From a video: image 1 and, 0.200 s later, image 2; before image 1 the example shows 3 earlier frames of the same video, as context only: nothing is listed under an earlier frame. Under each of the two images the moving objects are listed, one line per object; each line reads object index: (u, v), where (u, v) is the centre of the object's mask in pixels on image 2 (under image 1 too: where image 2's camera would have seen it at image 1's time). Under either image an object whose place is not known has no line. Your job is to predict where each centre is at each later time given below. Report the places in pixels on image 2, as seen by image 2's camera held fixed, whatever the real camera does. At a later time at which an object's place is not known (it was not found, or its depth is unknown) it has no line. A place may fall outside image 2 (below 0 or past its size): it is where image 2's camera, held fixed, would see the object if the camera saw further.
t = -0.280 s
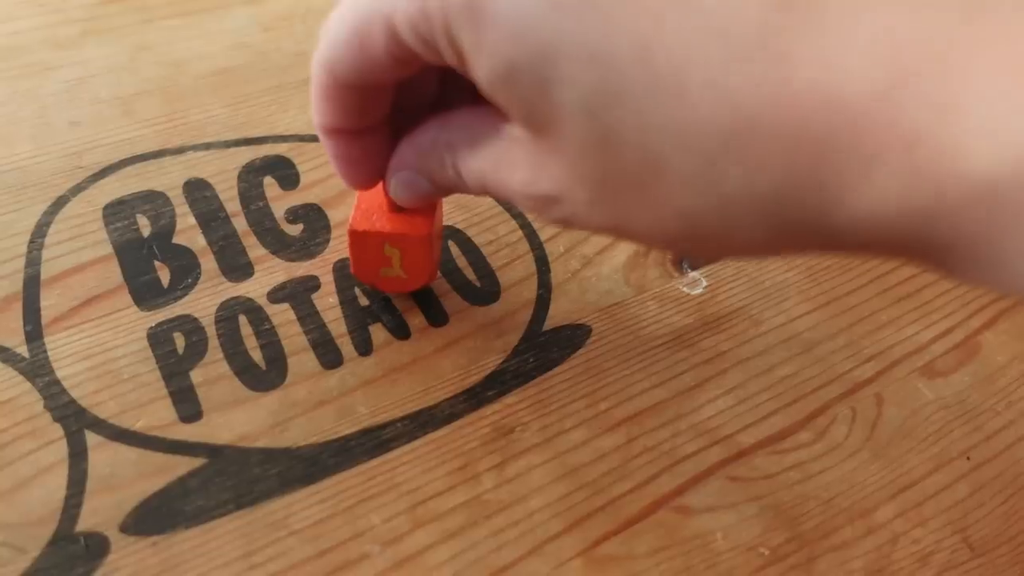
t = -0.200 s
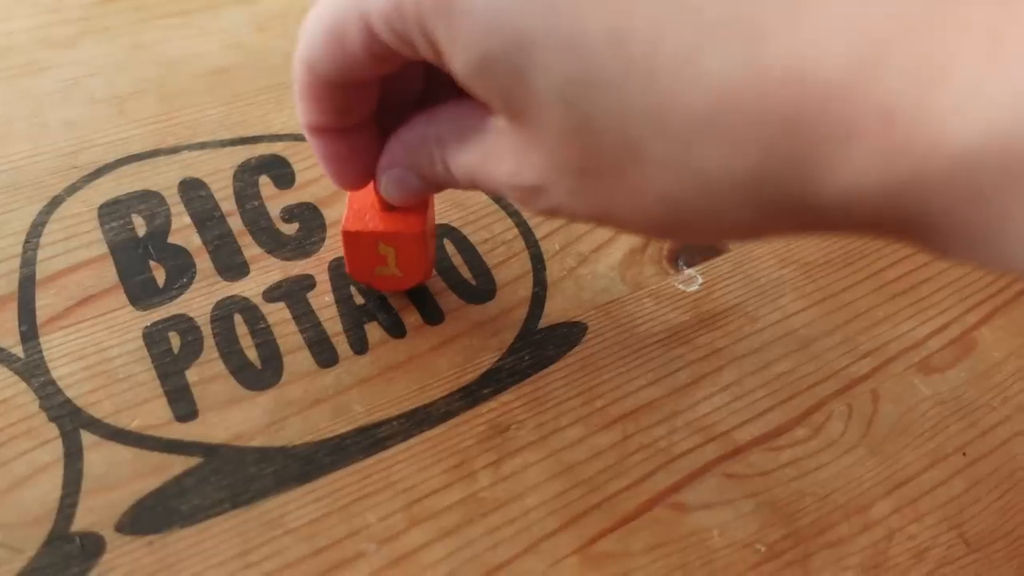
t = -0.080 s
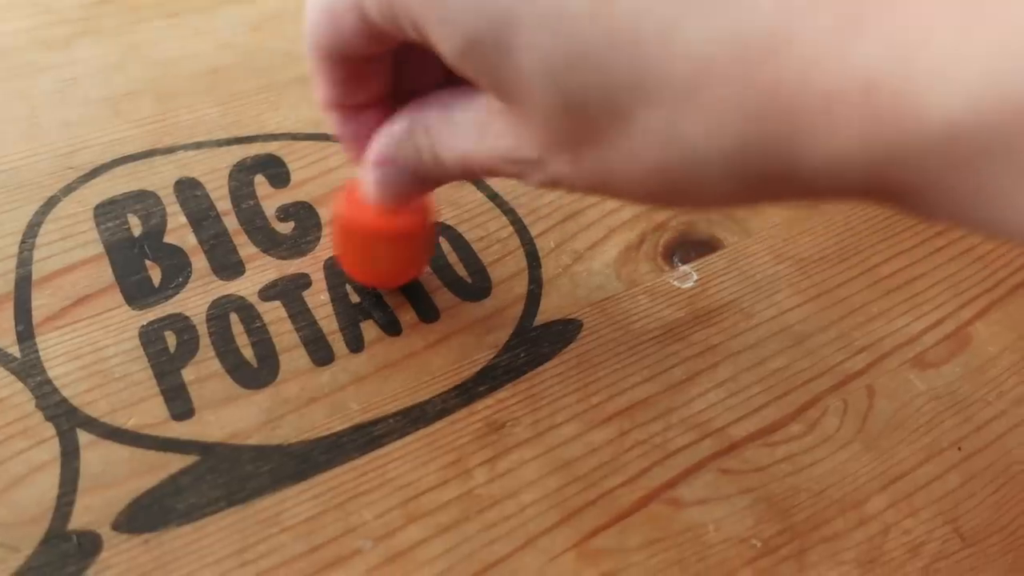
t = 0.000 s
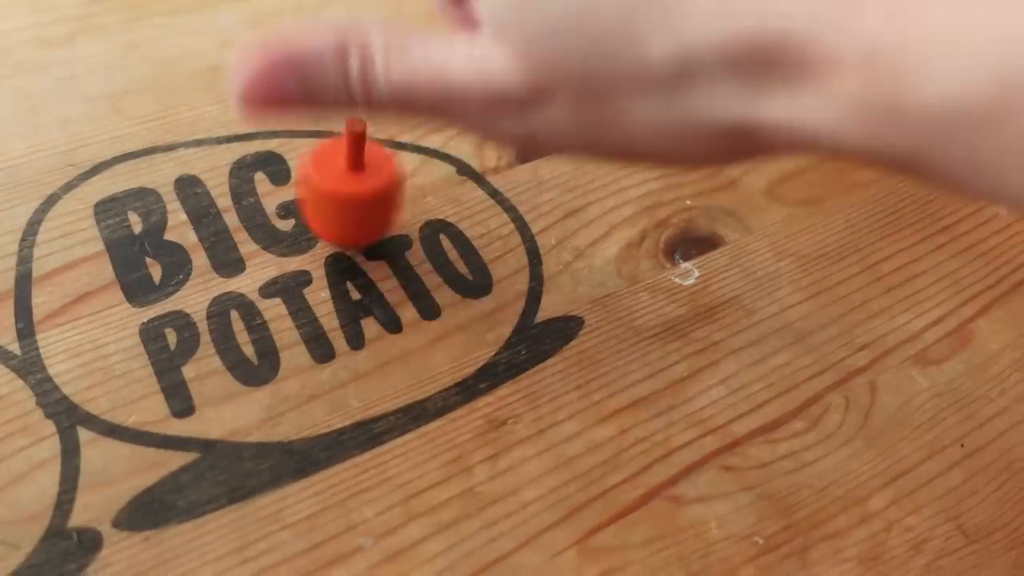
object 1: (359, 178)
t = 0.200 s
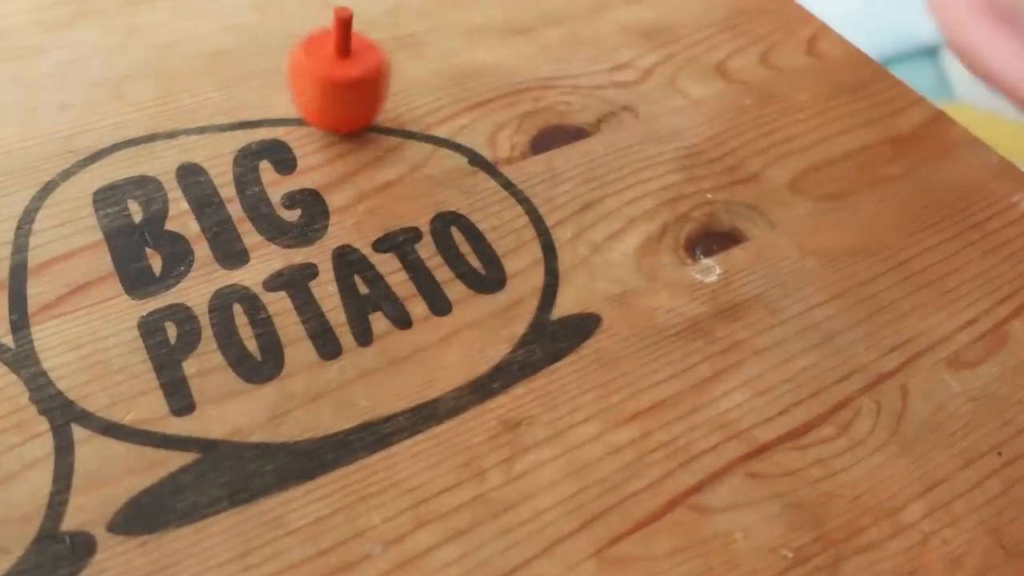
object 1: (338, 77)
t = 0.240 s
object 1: (341, 60)
